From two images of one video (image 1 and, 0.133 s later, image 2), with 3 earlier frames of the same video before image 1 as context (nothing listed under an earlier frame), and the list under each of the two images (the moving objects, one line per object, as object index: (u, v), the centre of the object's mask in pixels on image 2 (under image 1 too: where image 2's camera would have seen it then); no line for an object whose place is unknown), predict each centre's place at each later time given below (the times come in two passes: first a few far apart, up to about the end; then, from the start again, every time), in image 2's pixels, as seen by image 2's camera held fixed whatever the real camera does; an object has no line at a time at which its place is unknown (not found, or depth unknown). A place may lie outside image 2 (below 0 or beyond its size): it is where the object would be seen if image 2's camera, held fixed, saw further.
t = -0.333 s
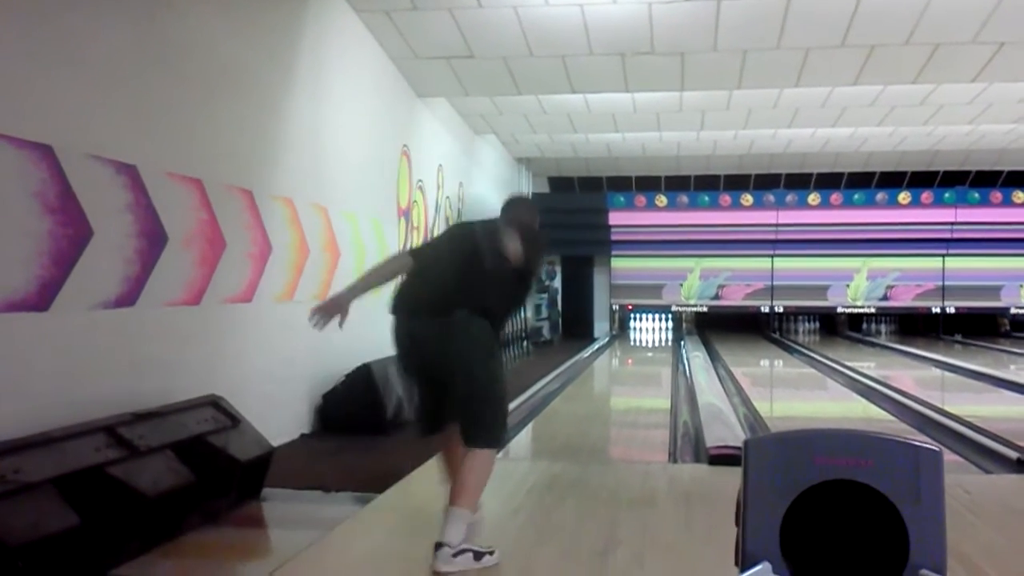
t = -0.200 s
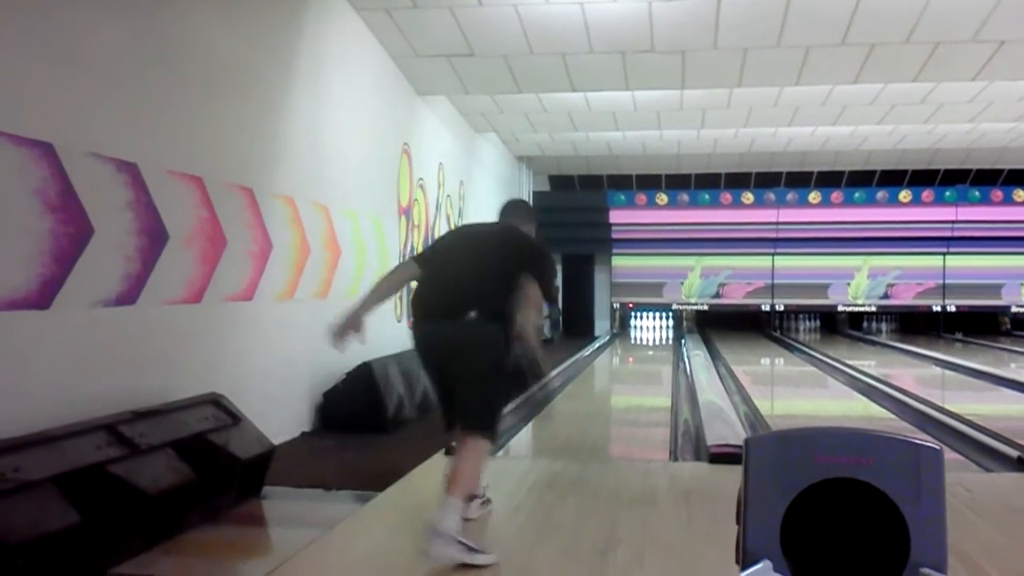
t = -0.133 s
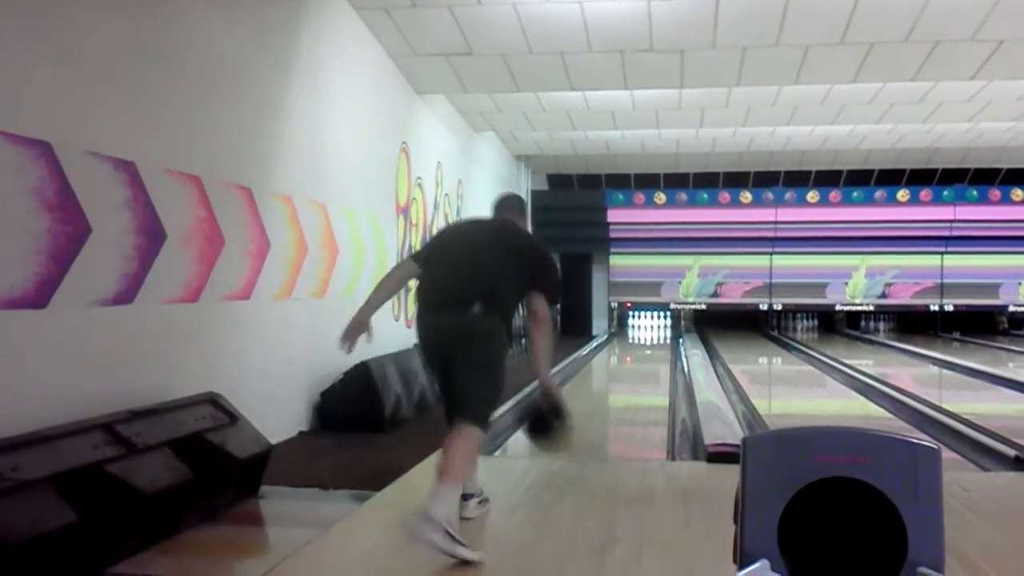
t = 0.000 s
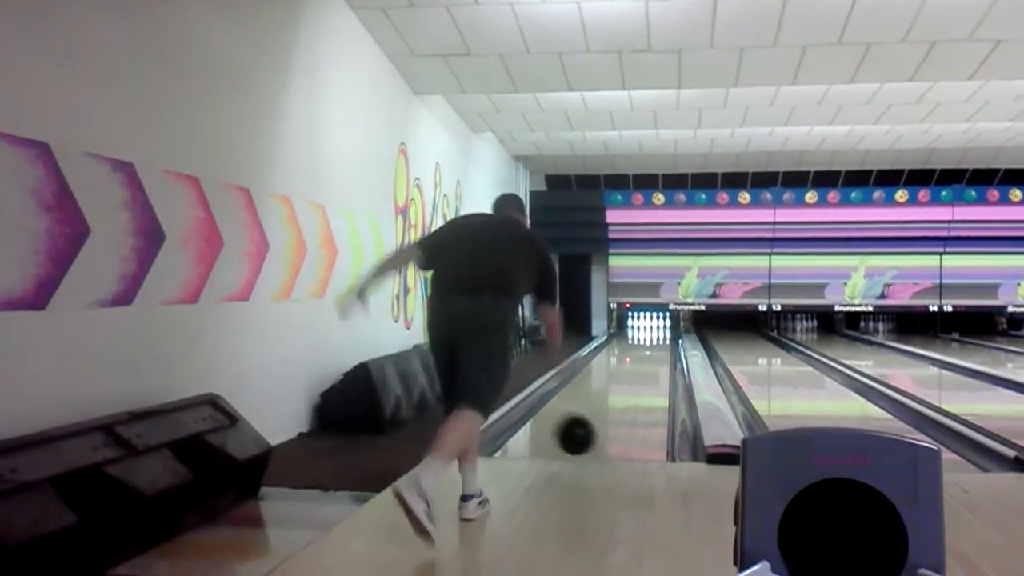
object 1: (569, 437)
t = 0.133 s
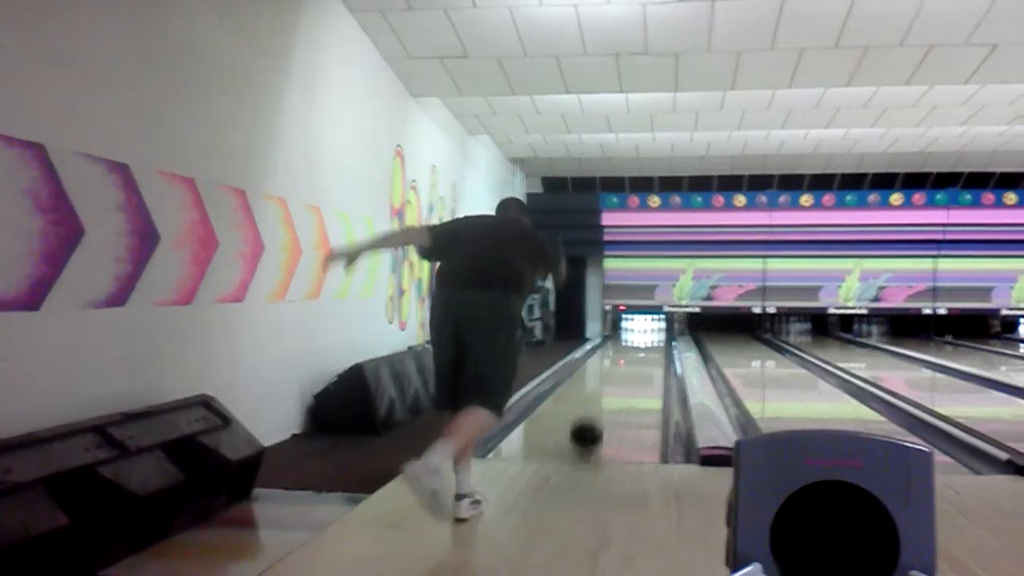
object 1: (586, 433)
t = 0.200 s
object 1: (592, 423)
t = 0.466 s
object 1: (610, 394)
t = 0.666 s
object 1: (618, 378)
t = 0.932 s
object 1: (626, 363)
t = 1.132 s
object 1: (630, 355)
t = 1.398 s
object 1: (635, 346)
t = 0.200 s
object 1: (592, 423)
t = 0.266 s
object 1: (598, 416)
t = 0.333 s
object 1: (602, 408)
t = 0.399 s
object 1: (606, 401)
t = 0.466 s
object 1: (610, 394)
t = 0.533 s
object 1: (613, 388)
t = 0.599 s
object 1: (616, 381)
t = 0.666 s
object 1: (618, 378)
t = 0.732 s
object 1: (621, 374)
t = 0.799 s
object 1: (623, 370)
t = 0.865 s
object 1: (625, 366)
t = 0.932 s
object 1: (626, 363)
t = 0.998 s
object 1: (628, 360)
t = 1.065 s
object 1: (629, 357)
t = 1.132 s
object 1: (630, 355)
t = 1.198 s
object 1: (632, 353)
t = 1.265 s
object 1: (633, 350)
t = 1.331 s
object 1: (634, 348)
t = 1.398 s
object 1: (635, 346)
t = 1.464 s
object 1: (636, 345)
